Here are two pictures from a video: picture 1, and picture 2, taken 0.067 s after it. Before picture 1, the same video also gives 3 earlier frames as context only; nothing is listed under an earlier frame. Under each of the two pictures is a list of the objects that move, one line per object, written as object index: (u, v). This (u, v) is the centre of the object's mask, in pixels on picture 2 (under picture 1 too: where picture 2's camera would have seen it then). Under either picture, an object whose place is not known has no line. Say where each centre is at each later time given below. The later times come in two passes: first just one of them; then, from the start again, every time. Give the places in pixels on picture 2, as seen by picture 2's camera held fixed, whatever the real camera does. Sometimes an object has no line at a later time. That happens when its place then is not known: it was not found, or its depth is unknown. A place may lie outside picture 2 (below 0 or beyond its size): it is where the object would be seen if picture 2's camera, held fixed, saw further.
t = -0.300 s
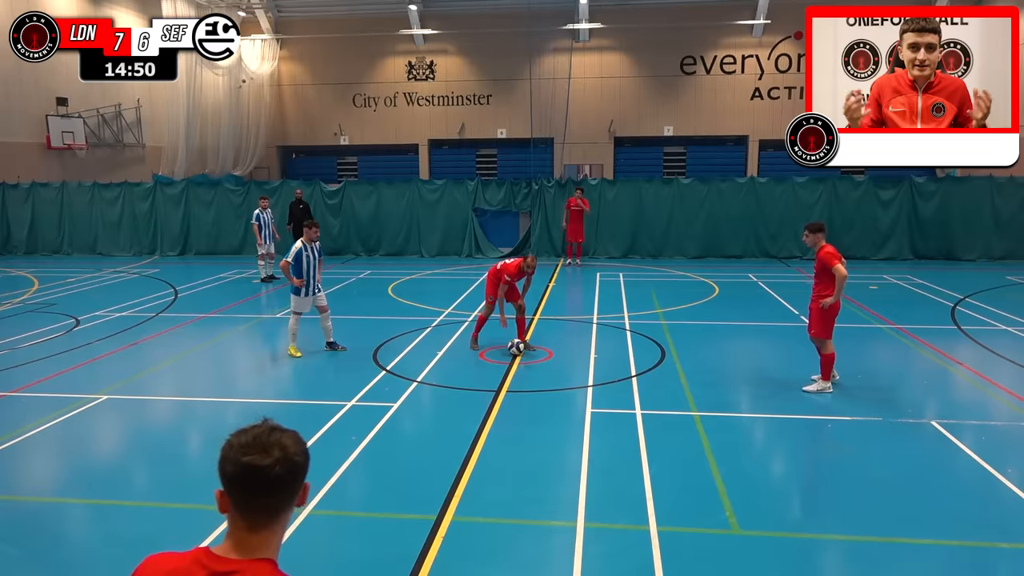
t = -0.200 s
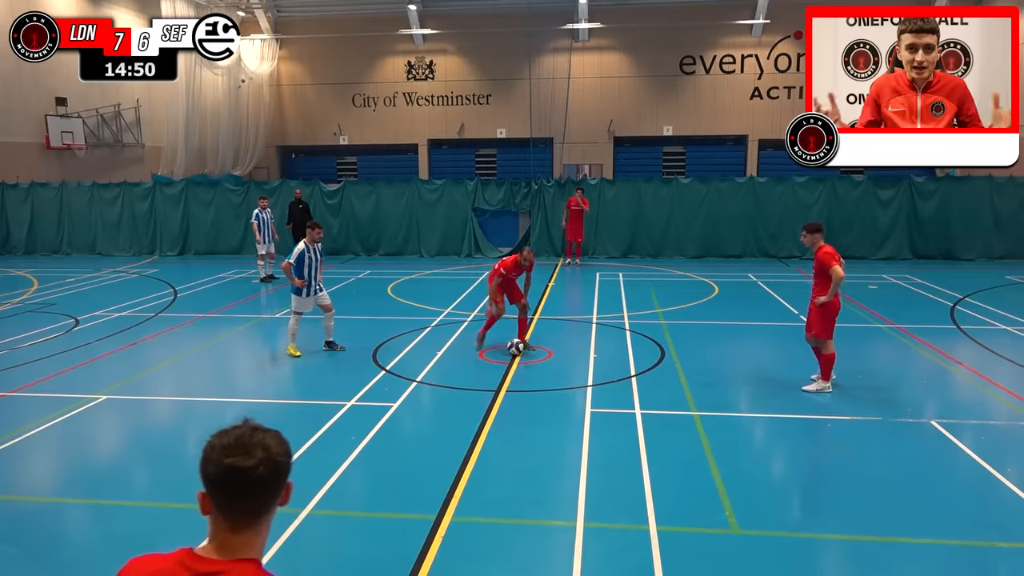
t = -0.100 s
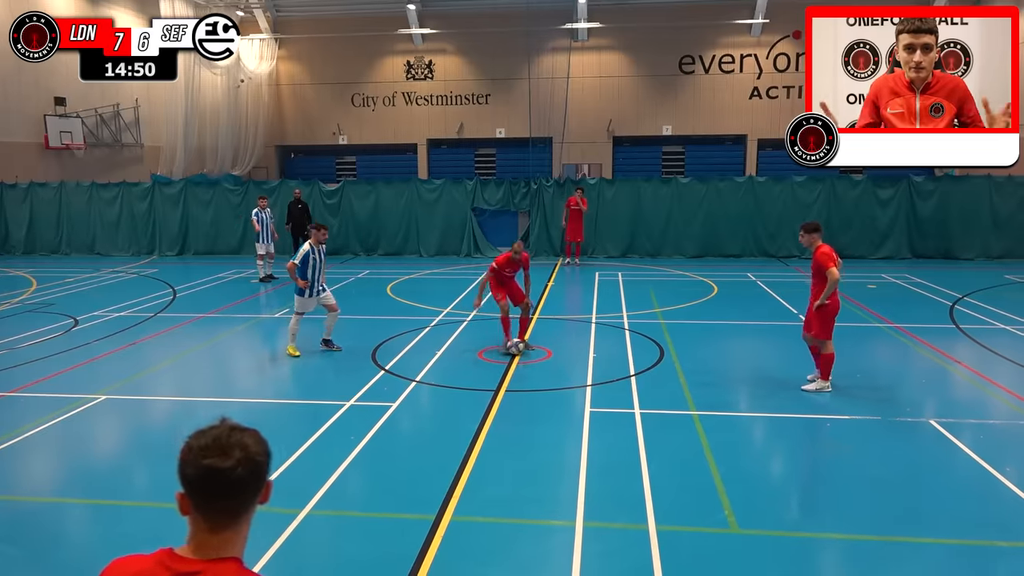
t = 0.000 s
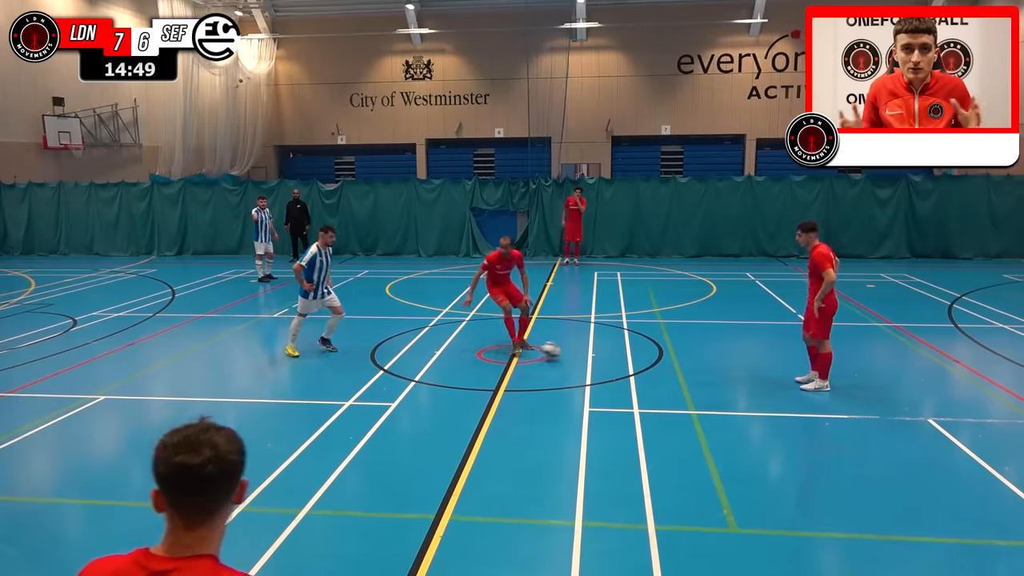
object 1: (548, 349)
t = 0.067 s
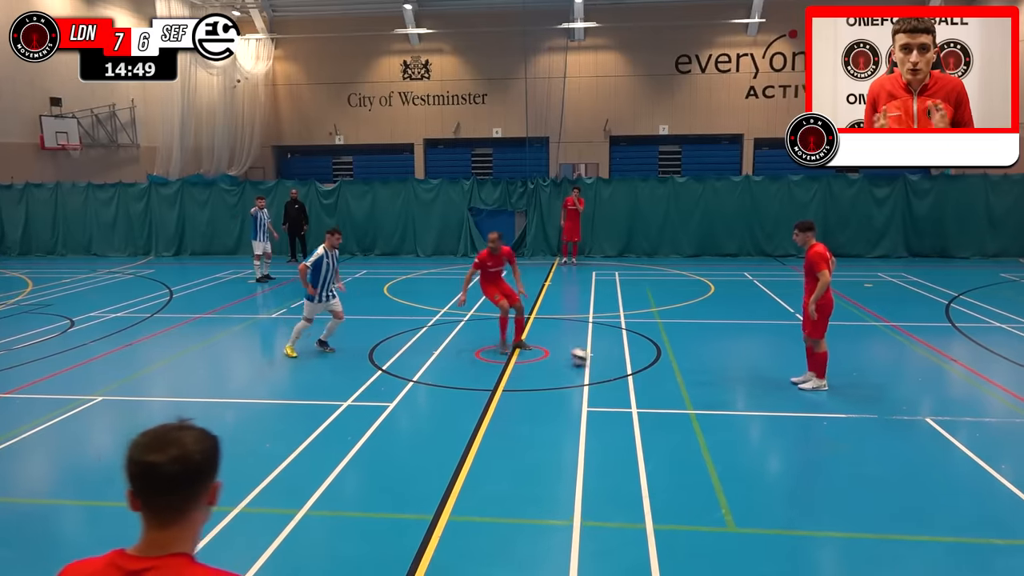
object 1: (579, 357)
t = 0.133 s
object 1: (600, 360)
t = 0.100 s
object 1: (586, 358)
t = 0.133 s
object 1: (600, 360)
